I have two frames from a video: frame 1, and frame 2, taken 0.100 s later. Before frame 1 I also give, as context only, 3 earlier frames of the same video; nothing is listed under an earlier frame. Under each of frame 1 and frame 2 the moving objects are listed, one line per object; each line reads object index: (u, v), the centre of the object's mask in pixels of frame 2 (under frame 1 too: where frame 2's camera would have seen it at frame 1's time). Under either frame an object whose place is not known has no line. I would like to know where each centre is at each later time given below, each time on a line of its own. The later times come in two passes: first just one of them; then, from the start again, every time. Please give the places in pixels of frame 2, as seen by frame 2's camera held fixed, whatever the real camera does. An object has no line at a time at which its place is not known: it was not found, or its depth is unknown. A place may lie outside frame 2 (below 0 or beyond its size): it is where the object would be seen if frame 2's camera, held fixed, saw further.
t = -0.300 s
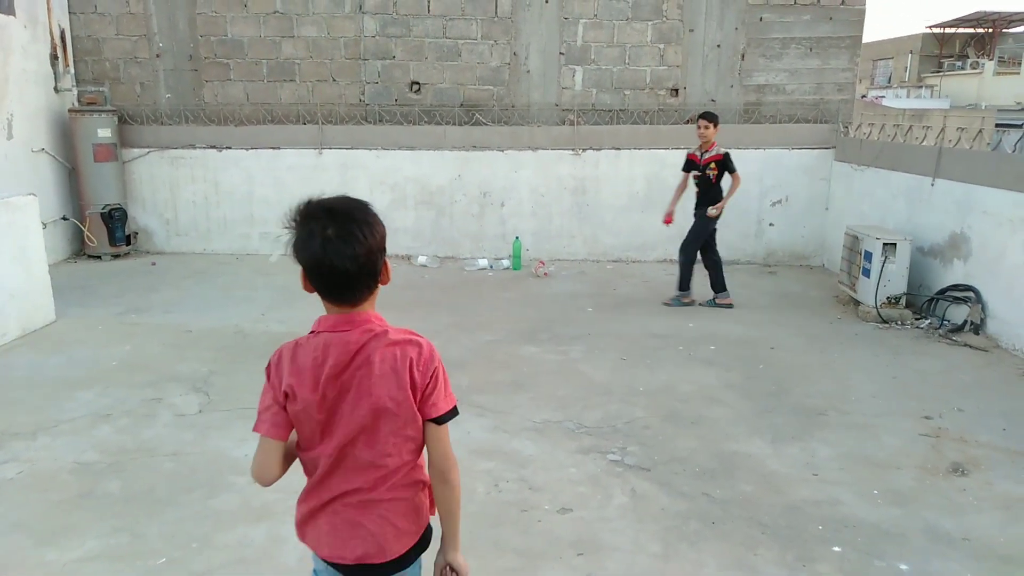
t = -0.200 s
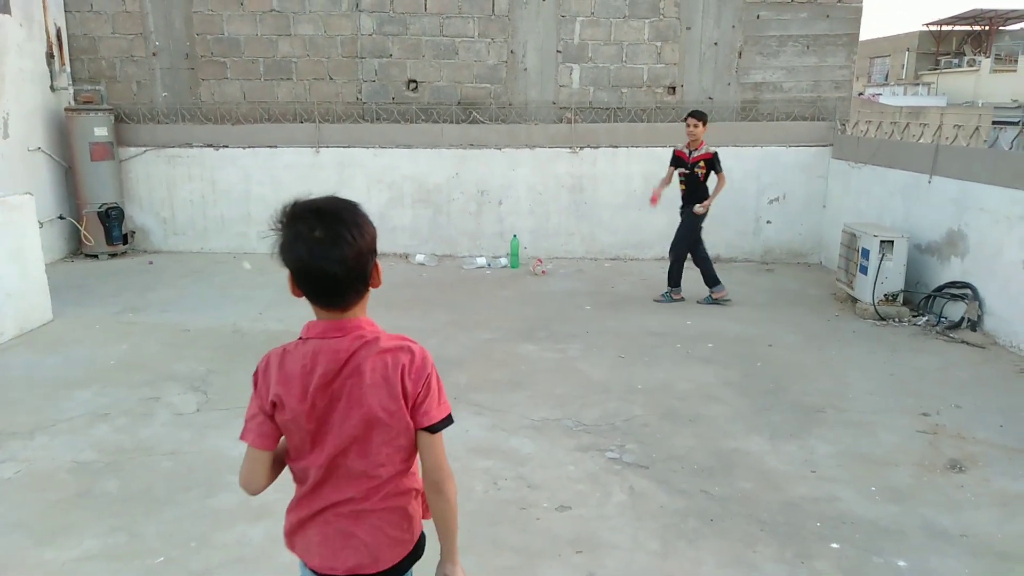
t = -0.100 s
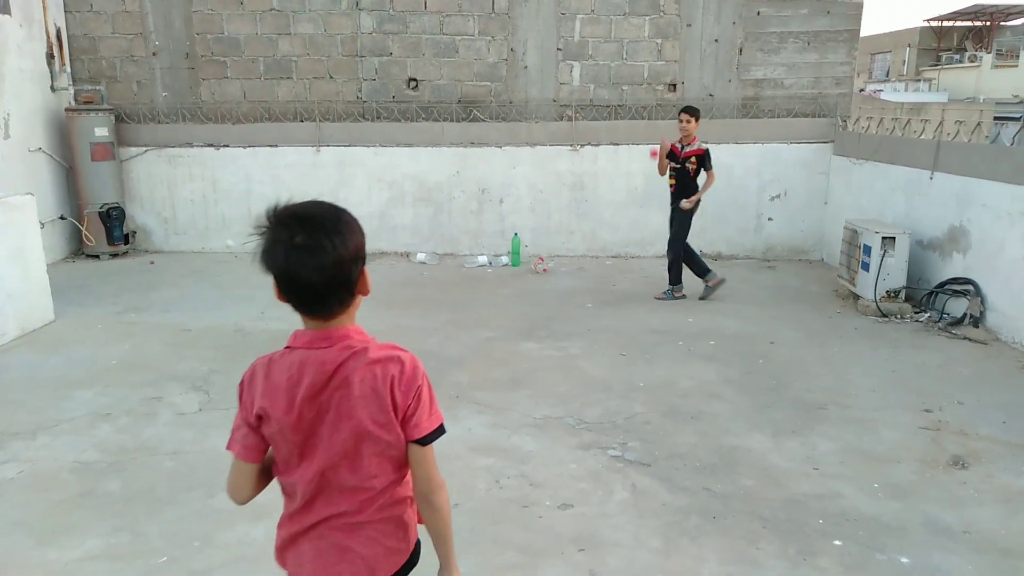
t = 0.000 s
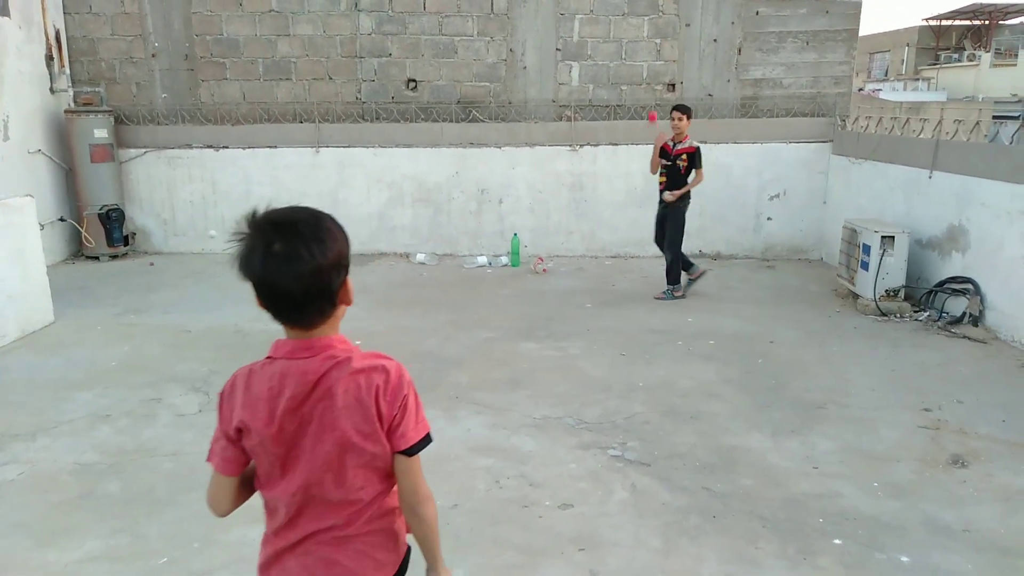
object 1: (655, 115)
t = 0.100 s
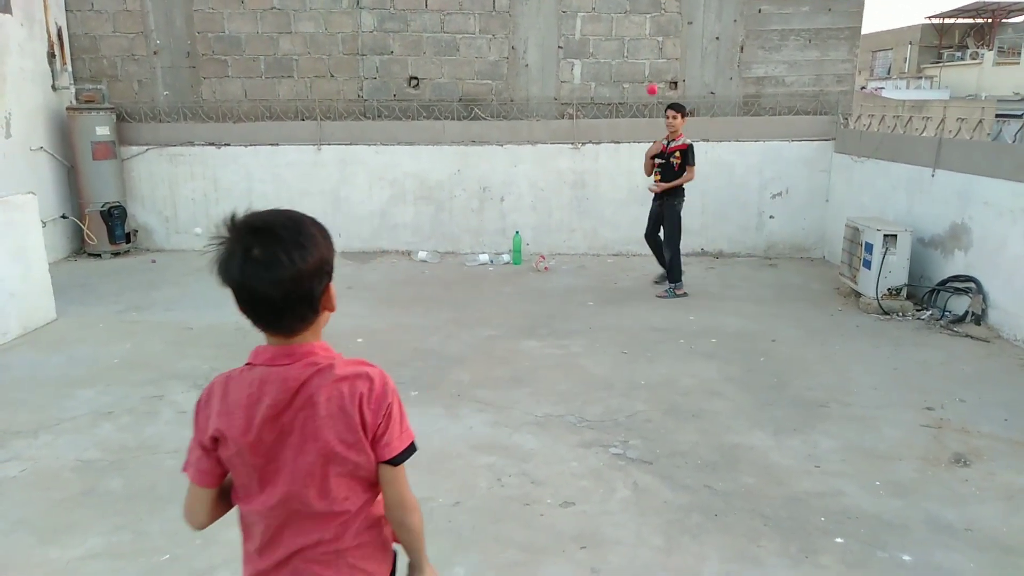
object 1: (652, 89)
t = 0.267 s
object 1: (646, 81)
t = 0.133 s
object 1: (651, 84)
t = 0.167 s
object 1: (650, 81)
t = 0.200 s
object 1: (648, 79)
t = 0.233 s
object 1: (647, 79)
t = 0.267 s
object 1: (646, 81)
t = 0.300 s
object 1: (644, 86)
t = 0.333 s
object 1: (642, 93)
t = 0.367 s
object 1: (640, 104)
